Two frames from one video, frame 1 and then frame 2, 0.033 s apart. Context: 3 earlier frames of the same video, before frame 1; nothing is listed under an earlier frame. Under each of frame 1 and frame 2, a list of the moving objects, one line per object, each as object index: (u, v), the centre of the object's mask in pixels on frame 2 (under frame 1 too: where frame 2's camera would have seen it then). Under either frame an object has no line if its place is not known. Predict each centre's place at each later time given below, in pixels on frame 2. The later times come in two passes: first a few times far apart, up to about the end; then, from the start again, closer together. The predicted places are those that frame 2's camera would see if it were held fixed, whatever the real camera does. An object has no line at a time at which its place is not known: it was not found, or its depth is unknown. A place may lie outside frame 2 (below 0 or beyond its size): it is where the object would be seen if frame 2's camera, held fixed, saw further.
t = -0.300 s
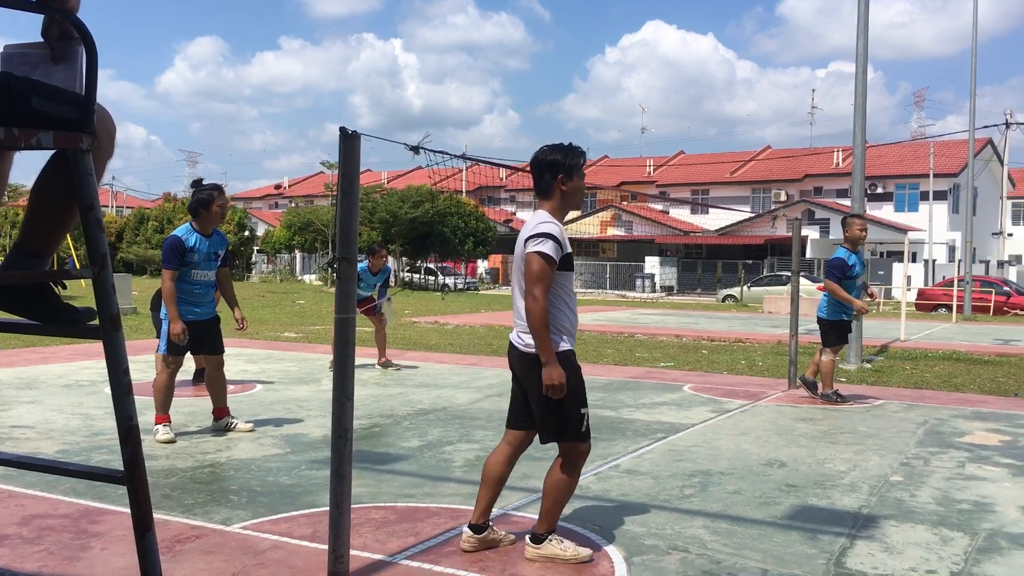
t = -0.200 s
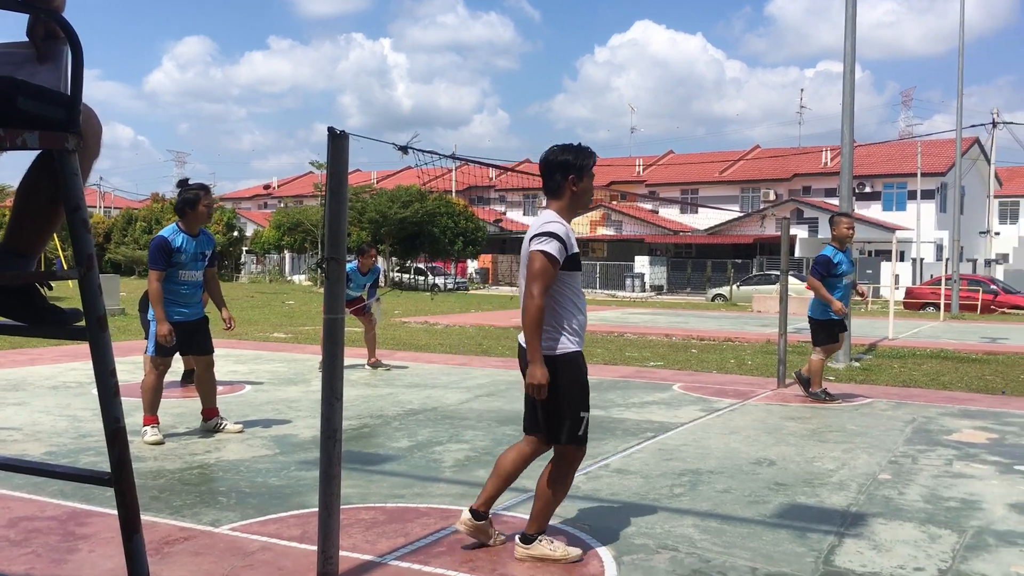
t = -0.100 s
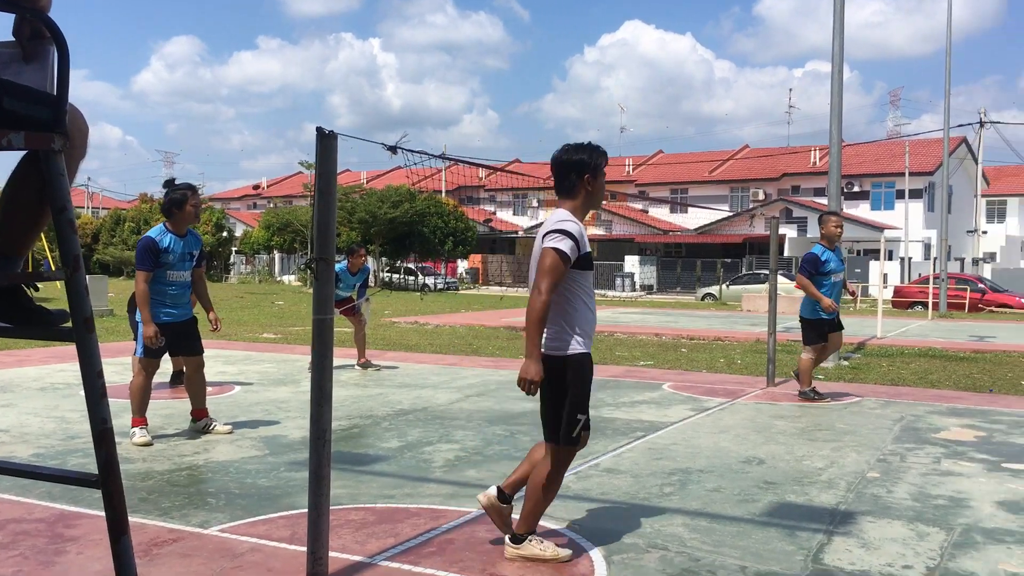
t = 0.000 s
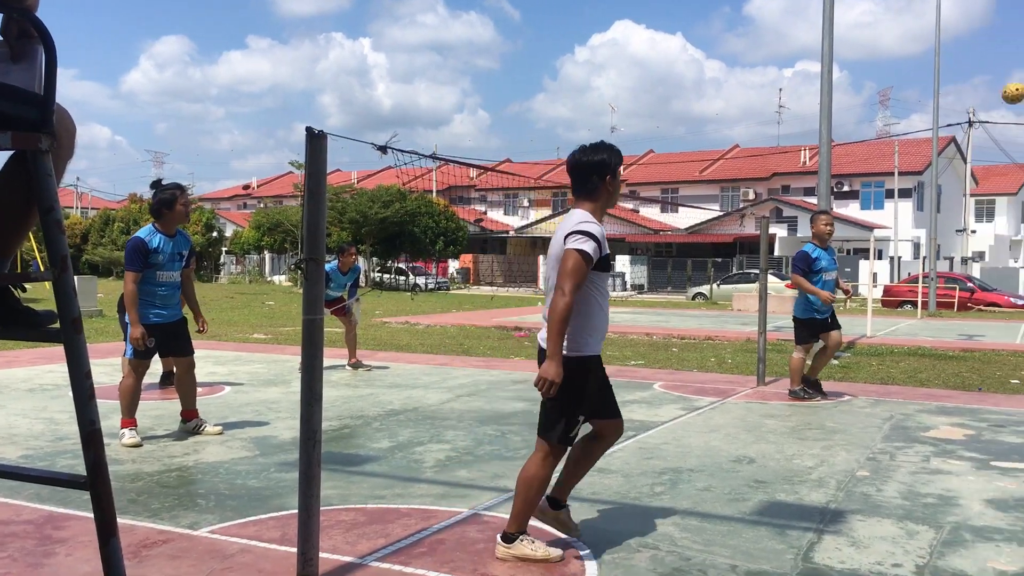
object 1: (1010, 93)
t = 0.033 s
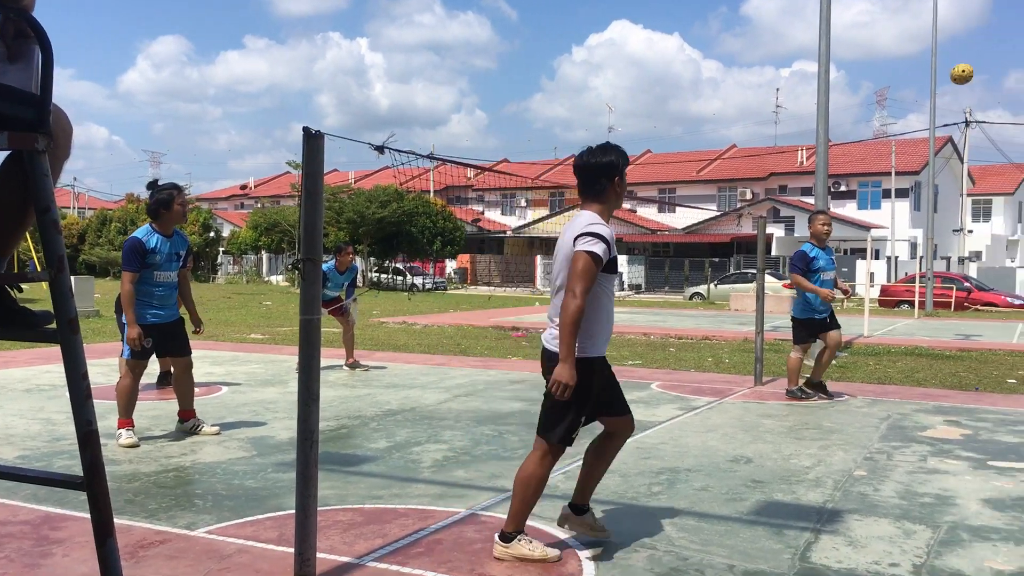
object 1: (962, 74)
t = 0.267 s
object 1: (663, 5)
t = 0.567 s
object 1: (360, 26)
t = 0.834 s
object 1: (142, 131)
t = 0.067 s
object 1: (915, 57)
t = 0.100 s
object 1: (869, 42)
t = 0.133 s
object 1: (825, 29)
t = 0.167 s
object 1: (783, 19)
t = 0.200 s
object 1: (742, 11)
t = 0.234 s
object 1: (702, 7)
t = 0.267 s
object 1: (663, 5)
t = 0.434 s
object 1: (486, 5)
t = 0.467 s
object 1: (453, 7)
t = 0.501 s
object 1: (421, 10)
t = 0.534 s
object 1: (390, 17)
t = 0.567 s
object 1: (360, 26)
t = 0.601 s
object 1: (331, 35)
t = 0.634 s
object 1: (302, 45)
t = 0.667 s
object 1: (274, 57)
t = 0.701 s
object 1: (247, 70)
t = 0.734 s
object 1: (220, 84)
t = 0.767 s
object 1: (193, 99)
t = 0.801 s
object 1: (167, 114)
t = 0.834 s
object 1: (142, 131)
